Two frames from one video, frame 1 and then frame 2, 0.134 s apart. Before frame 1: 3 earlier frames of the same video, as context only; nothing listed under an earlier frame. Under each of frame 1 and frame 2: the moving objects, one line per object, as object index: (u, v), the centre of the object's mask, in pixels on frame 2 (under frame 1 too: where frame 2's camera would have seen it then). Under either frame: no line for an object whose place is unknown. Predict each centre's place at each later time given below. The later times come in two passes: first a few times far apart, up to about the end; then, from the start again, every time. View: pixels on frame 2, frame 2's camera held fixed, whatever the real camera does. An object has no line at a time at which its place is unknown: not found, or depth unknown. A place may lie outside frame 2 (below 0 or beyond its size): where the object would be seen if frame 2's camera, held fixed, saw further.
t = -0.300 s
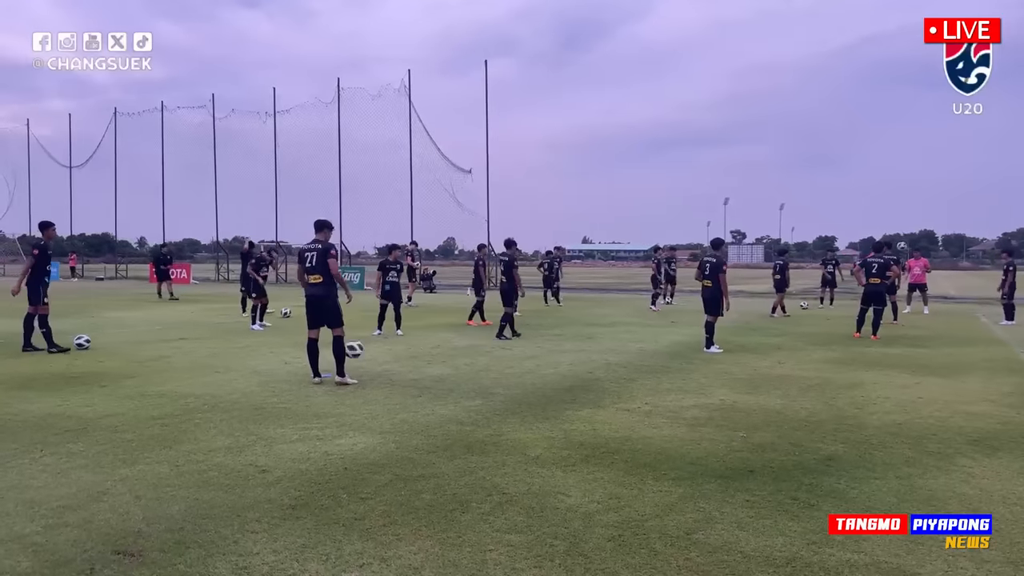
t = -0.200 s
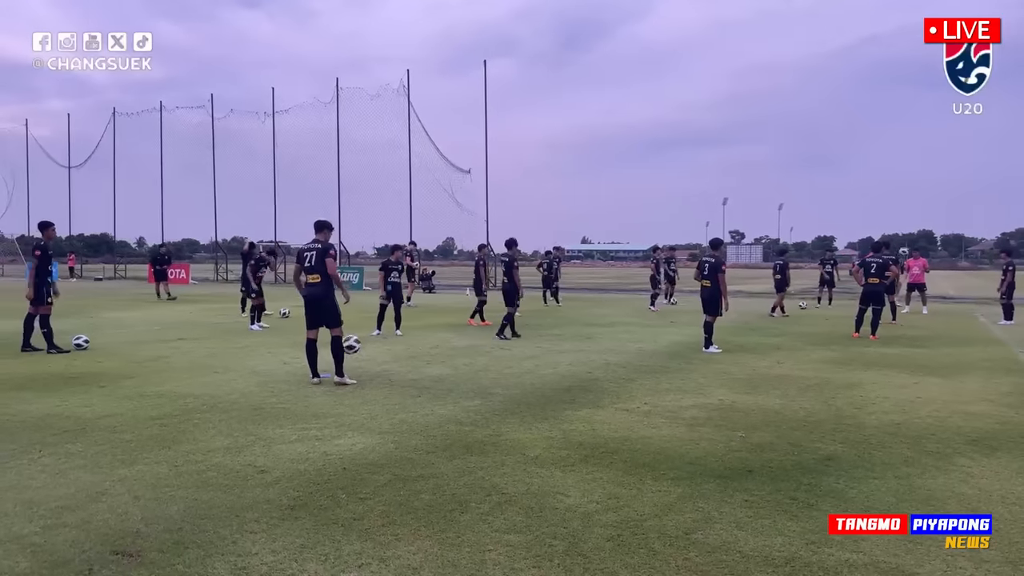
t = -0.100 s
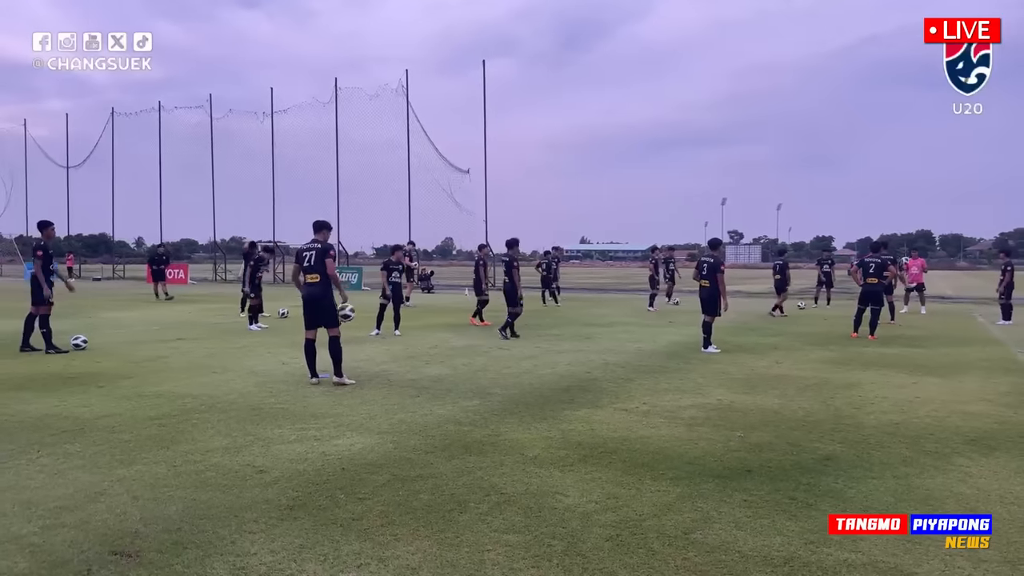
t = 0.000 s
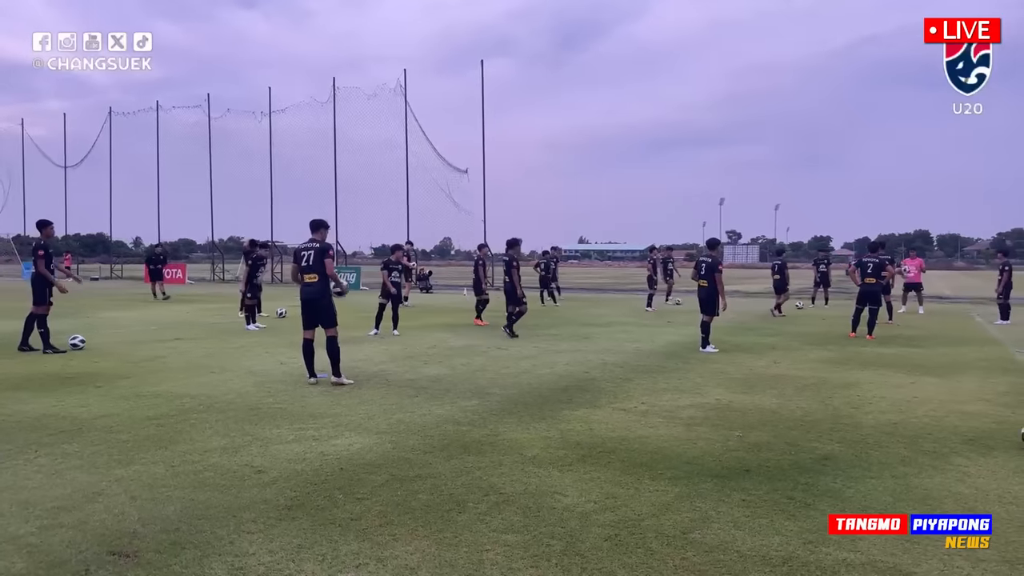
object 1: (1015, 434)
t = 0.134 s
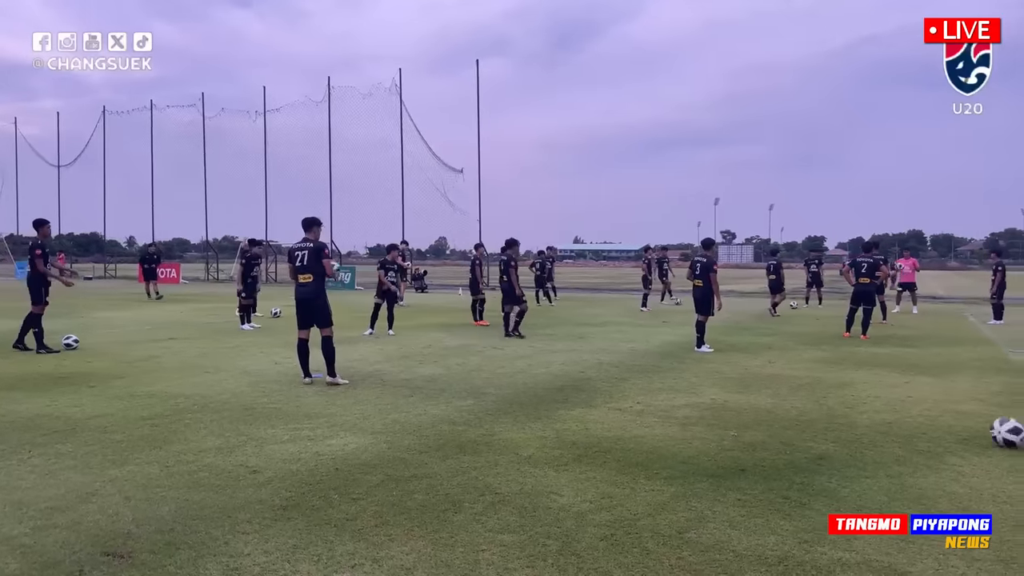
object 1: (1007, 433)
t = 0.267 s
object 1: (984, 430)
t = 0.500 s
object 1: (950, 426)
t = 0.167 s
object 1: (1001, 432)
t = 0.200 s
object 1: (995, 431)
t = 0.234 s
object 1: (989, 431)
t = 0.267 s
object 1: (984, 430)
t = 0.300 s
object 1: (979, 428)
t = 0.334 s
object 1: (974, 428)
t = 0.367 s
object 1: (969, 429)
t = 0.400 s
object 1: (964, 428)
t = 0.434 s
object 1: (959, 427)
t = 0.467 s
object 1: (955, 426)
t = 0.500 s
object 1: (950, 426)
